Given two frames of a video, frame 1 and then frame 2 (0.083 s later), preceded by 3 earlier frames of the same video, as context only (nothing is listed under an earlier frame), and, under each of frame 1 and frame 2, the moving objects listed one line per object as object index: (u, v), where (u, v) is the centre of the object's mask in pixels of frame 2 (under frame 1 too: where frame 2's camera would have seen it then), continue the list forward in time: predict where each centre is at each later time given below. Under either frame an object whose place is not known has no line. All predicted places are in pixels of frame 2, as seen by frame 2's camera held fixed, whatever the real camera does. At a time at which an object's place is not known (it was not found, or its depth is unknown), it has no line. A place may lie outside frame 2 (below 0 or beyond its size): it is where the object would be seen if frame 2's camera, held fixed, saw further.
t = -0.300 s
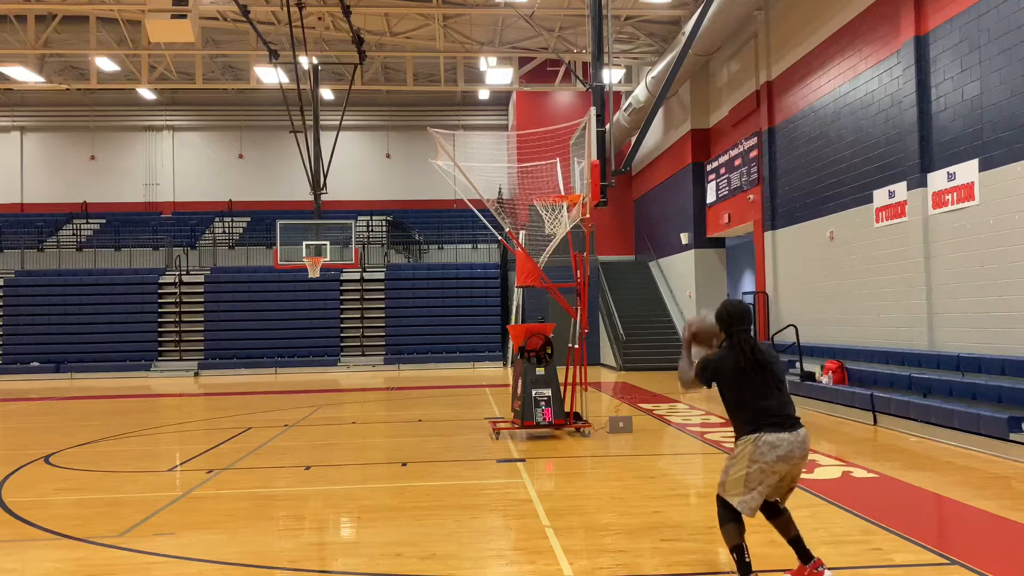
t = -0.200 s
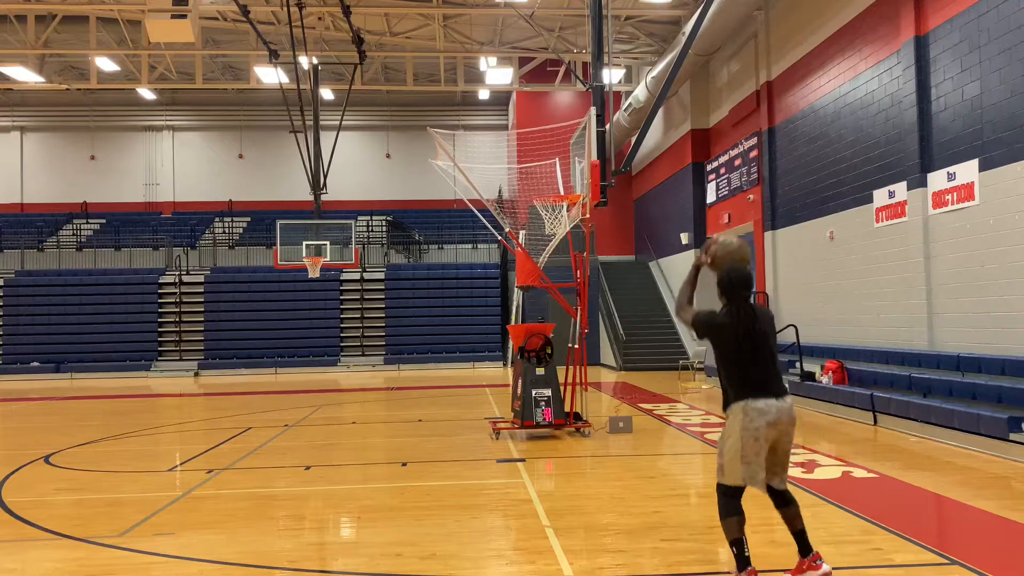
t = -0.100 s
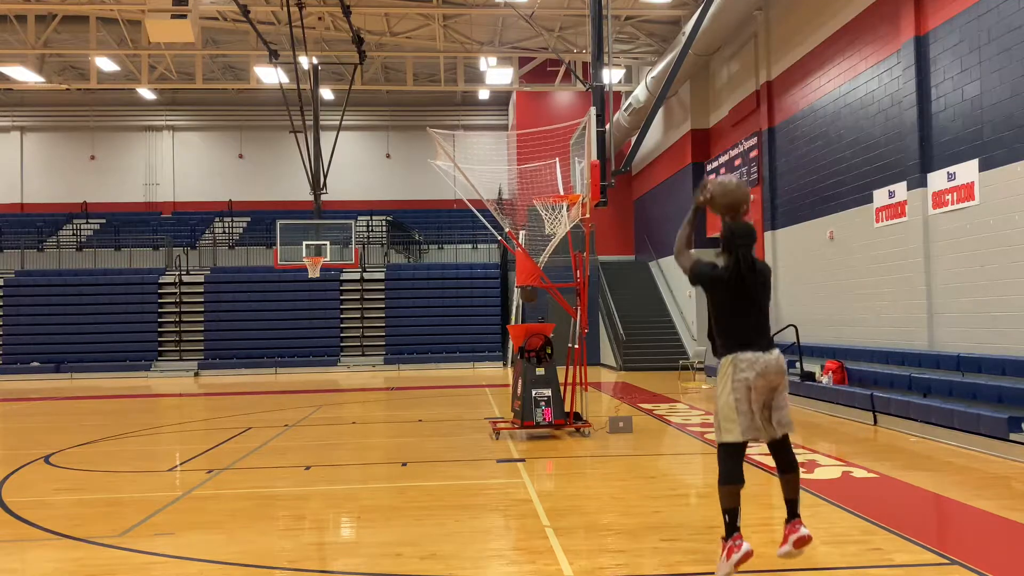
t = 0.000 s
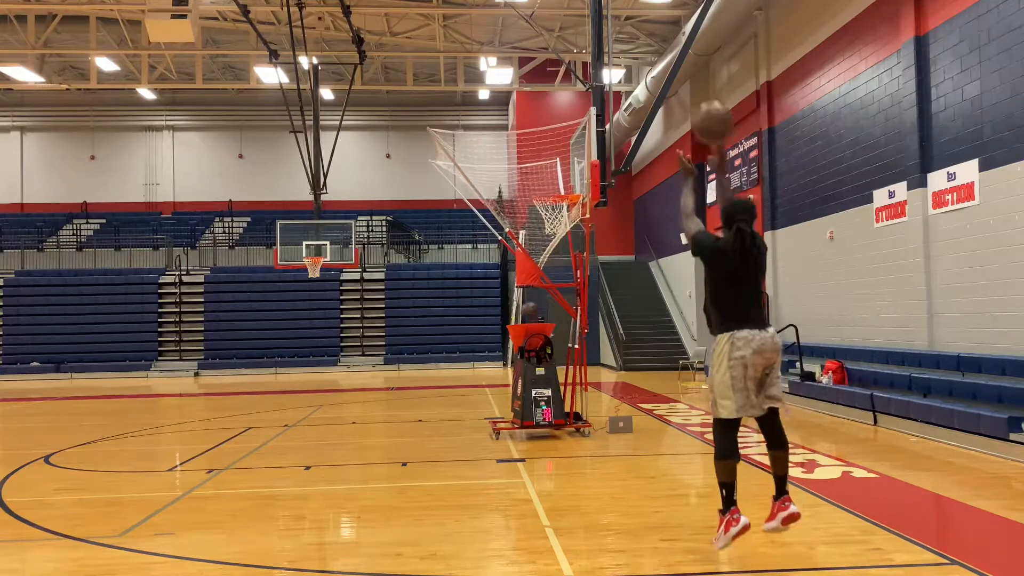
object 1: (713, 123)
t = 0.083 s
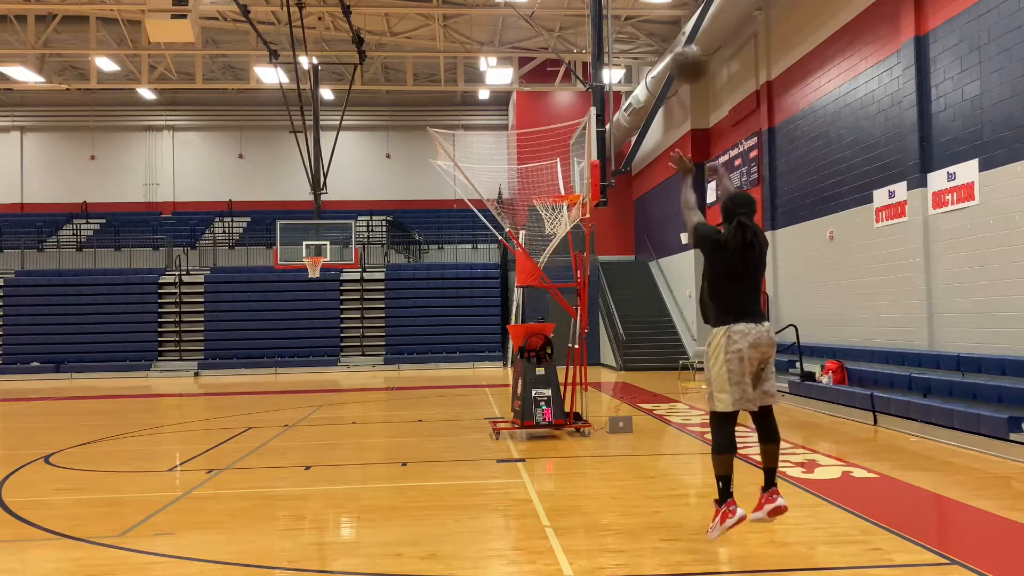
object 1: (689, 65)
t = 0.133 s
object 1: (674, 39)
